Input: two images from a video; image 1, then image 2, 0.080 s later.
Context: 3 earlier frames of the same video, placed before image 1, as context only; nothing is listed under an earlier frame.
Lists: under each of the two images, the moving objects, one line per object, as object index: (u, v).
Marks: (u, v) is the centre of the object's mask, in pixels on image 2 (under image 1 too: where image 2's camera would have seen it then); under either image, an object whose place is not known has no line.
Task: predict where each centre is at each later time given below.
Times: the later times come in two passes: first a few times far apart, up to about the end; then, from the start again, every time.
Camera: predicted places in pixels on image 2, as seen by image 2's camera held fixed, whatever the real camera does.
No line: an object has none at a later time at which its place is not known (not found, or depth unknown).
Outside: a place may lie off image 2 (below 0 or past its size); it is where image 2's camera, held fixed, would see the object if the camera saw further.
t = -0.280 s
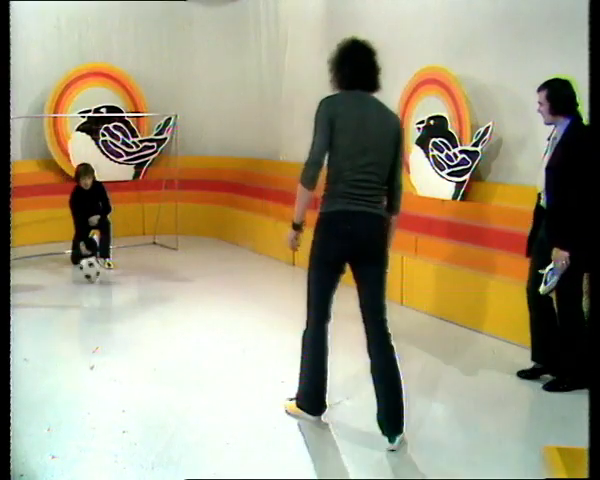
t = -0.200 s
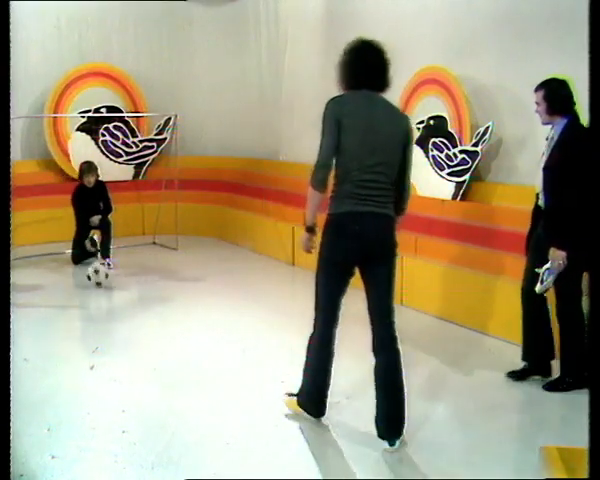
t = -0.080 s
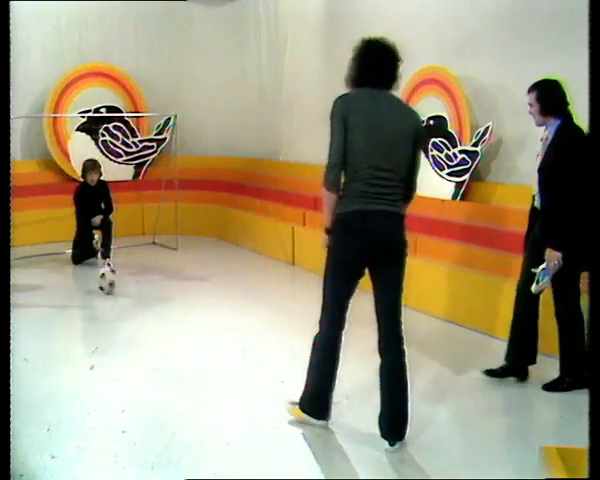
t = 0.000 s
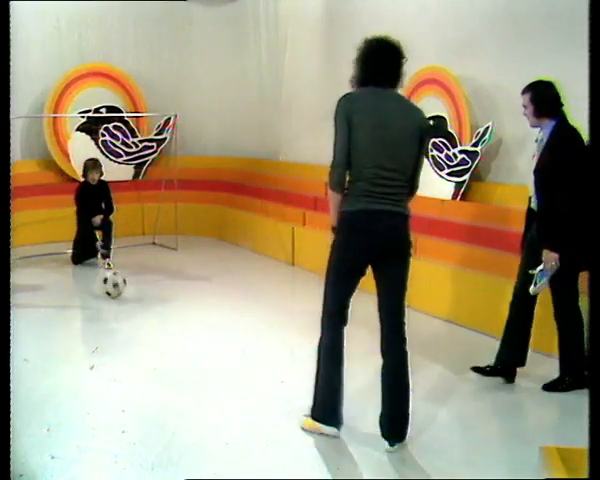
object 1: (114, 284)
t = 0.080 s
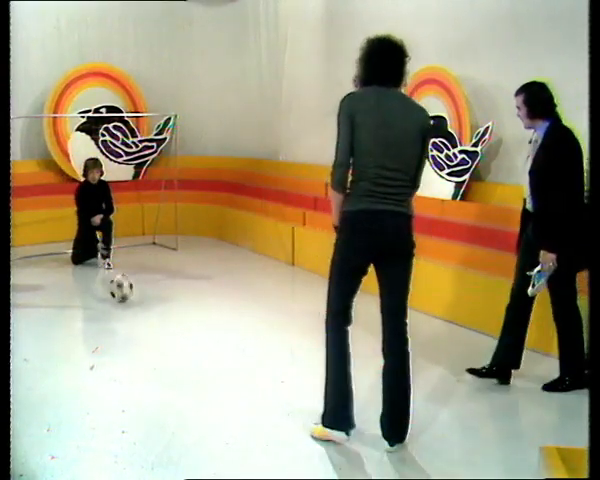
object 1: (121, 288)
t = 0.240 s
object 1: (134, 297)
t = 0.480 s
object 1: (160, 312)
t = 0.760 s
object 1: (192, 331)
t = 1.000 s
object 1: (224, 351)
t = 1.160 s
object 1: (249, 366)
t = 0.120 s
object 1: (124, 291)
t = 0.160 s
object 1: (129, 293)
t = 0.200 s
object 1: (132, 295)
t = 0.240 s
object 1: (134, 297)
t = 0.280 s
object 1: (139, 300)
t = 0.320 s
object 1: (143, 301)
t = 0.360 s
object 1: (147, 304)
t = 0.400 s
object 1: (151, 306)
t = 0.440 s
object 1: (156, 310)
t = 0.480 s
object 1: (160, 312)
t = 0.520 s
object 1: (163, 314)
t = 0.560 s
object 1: (167, 317)
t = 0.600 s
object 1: (172, 319)
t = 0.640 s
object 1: (178, 322)
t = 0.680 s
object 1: (182, 326)
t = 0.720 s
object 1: (188, 327)
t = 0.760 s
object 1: (192, 331)
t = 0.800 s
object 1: (197, 334)
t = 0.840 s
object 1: (201, 337)
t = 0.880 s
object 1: (207, 340)
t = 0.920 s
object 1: (213, 344)
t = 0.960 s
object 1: (219, 348)
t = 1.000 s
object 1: (224, 351)
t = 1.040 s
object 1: (230, 355)
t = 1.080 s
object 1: (236, 358)
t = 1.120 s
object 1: (242, 362)
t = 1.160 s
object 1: (249, 366)
